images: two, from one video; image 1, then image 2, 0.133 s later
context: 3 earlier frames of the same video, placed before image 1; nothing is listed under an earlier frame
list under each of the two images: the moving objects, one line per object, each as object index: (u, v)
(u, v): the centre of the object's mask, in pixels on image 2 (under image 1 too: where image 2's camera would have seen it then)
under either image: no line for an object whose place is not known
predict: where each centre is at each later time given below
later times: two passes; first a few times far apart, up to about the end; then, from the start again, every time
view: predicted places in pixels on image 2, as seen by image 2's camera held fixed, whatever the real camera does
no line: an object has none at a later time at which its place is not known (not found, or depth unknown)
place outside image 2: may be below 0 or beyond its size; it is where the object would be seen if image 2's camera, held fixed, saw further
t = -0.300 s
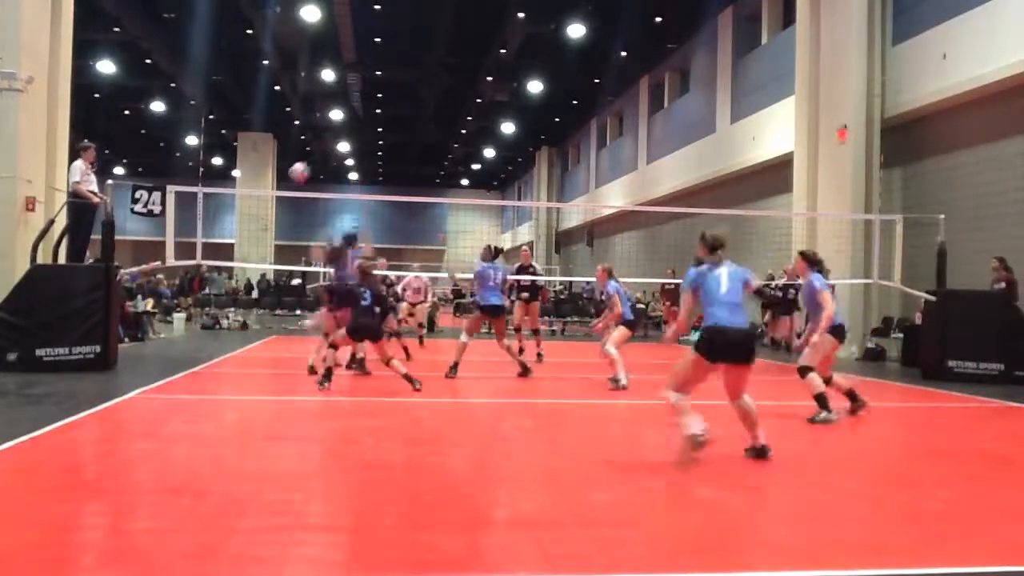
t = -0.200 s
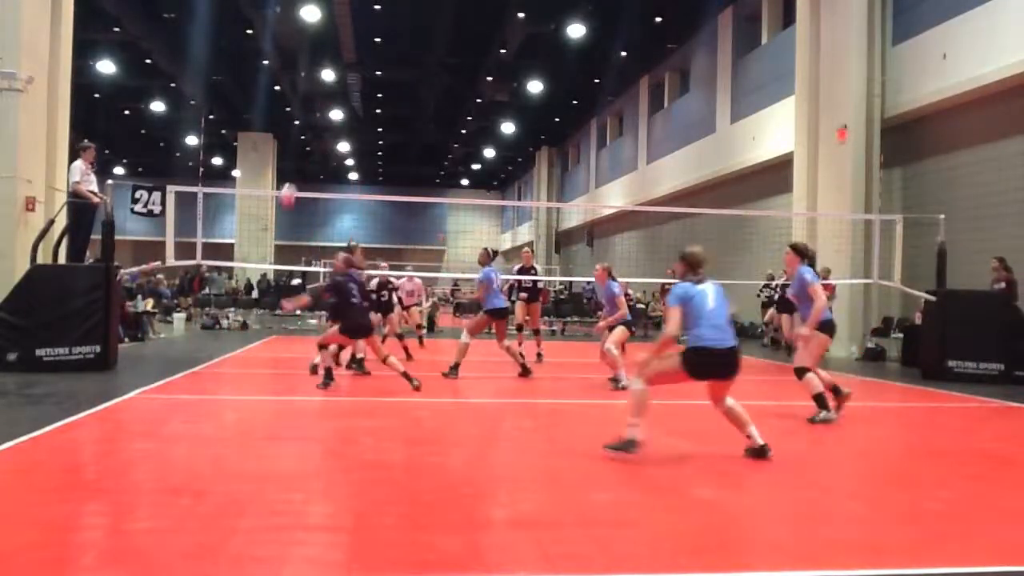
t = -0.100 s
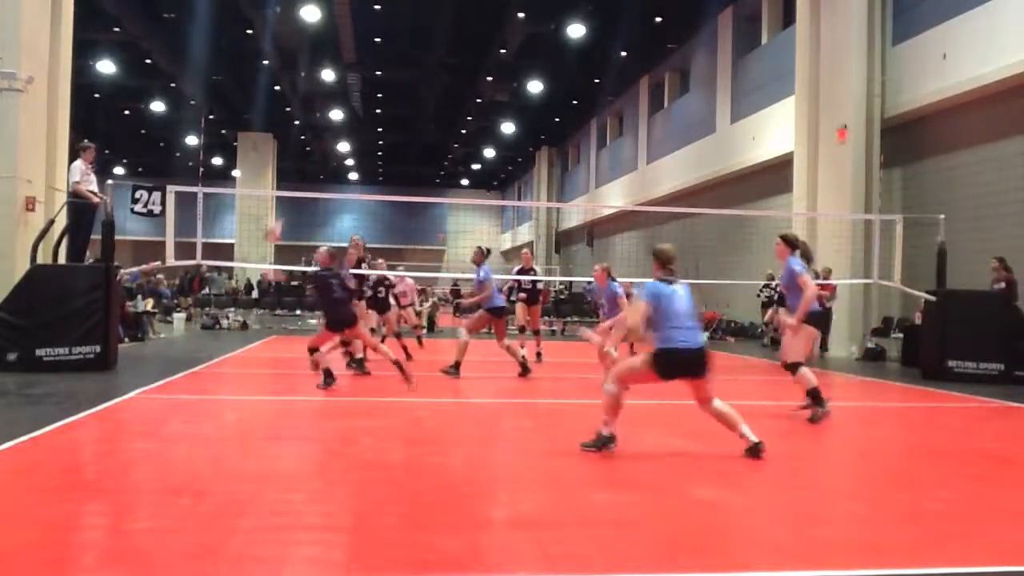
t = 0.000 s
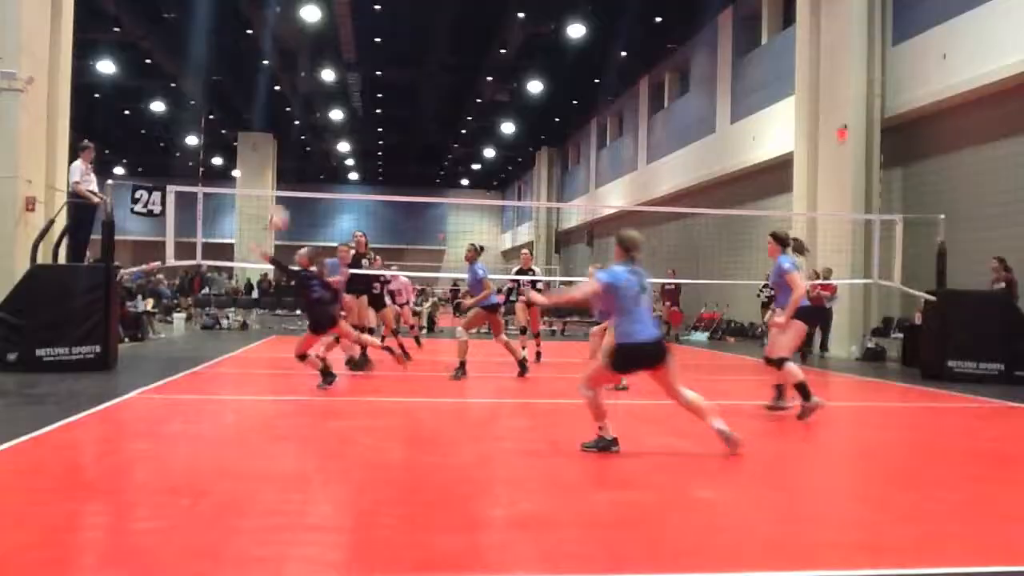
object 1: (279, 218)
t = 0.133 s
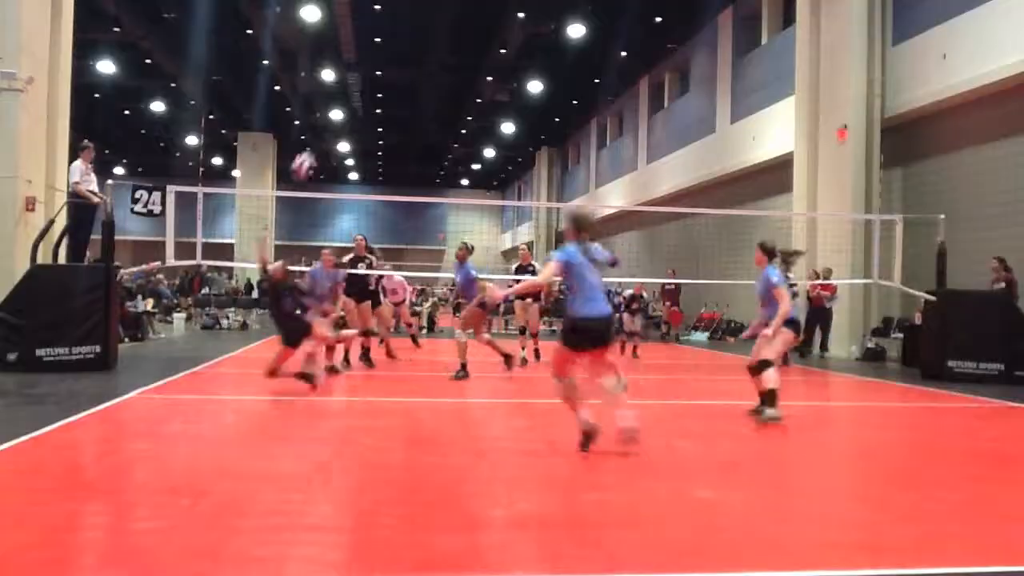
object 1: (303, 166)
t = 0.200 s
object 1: (317, 144)
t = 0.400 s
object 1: (360, 104)
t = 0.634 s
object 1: (415, 113)
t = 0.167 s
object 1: (310, 154)
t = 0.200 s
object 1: (317, 144)
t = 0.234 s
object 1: (324, 136)
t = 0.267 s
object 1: (329, 128)
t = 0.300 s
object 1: (339, 119)
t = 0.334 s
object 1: (345, 113)
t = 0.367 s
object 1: (353, 107)
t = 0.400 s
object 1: (360, 104)
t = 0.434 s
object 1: (368, 102)
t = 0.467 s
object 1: (376, 100)
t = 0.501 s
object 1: (383, 100)
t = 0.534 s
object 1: (390, 101)
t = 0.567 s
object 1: (399, 104)
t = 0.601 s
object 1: (406, 107)
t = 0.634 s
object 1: (415, 113)
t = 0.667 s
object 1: (423, 120)
